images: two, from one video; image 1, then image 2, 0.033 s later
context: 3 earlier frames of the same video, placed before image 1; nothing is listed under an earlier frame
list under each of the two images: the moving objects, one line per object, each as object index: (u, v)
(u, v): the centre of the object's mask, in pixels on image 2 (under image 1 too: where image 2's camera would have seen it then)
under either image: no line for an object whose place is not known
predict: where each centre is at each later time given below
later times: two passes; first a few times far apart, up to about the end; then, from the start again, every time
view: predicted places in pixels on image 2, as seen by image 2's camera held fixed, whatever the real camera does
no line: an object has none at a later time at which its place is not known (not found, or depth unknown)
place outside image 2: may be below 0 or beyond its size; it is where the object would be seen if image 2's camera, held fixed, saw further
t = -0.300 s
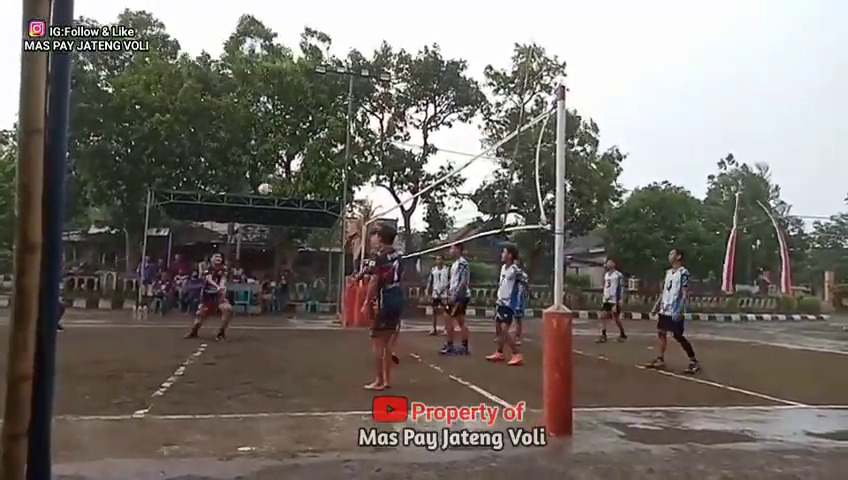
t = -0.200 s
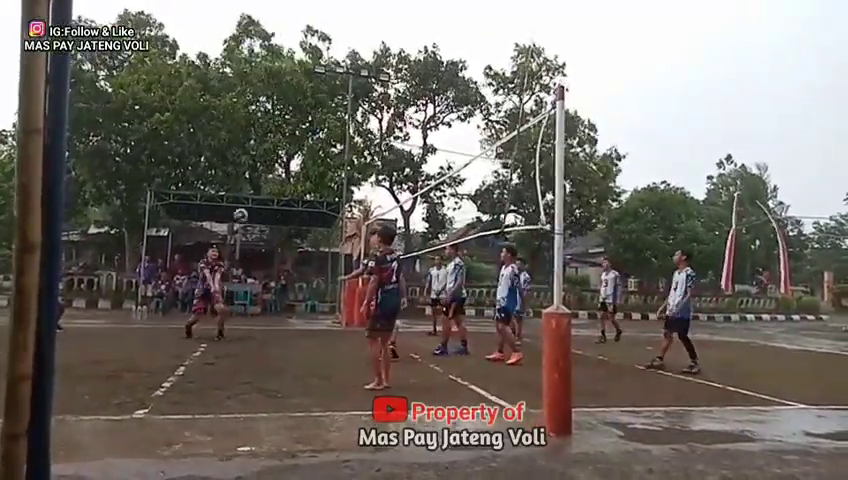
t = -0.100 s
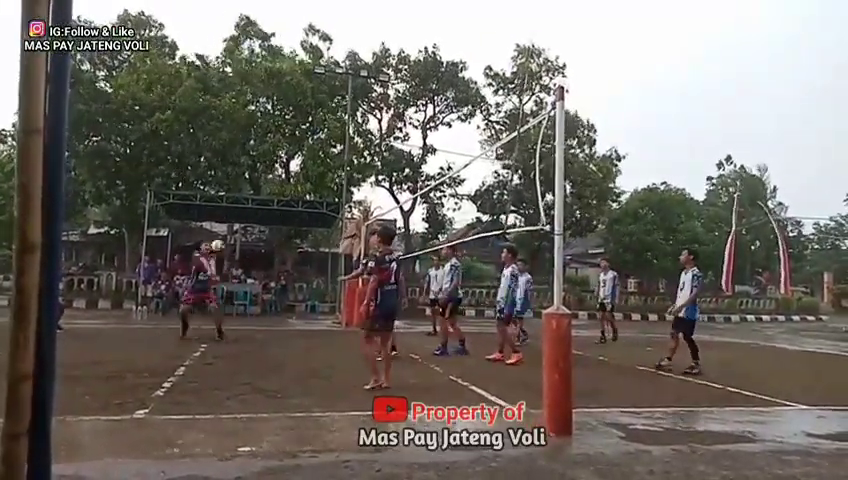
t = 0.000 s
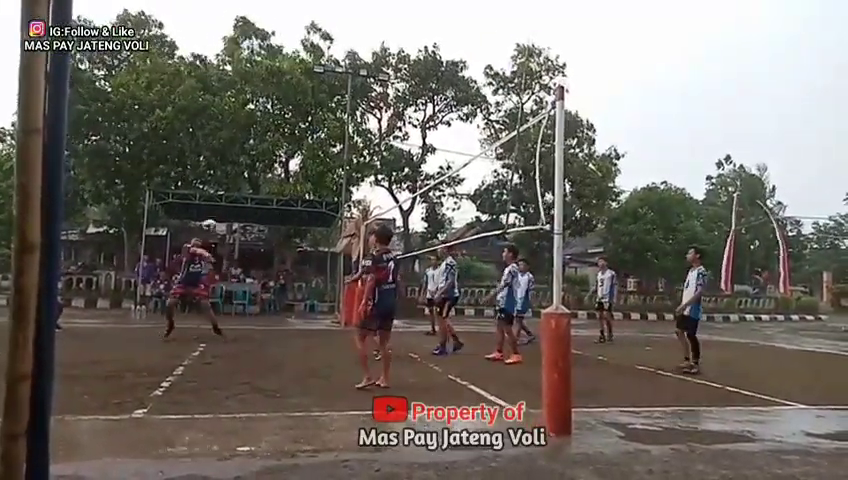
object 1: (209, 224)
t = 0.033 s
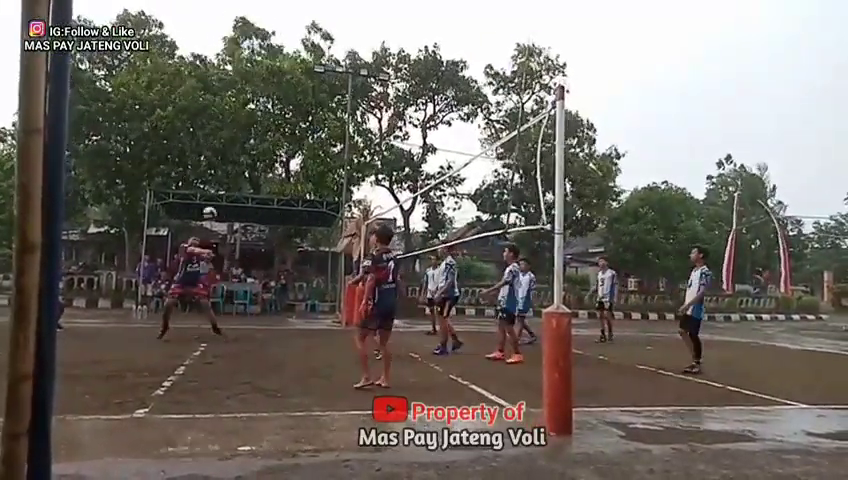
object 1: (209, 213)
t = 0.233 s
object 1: (203, 151)
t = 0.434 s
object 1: (194, 110)
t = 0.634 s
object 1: (183, 94)
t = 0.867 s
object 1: (166, 108)
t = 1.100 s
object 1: (146, 159)
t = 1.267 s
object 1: (130, 222)
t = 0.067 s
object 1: (209, 200)
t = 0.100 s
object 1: (206, 188)
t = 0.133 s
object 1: (205, 179)
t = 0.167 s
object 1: (206, 169)
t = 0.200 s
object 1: (204, 159)
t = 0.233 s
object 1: (203, 151)
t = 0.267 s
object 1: (202, 142)
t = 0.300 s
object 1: (200, 134)
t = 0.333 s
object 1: (198, 128)
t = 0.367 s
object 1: (197, 121)
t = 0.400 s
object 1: (195, 115)
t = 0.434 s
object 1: (194, 110)
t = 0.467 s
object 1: (192, 106)
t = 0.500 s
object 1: (190, 102)
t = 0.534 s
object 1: (188, 99)
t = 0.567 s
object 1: (186, 97)
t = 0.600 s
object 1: (185, 95)
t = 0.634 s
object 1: (183, 94)
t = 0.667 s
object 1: (180, 95)
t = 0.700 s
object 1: (178, 95)
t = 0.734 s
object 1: (176, 96)
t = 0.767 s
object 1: (174, 97)
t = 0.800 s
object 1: (171, 99)
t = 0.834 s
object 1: (169, 104)
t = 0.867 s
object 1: (166, 108)
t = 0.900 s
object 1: (164, 113)
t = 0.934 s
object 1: (161, 118)
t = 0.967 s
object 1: (157, 125)
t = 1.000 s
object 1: (154, 132)
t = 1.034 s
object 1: (152, 141)
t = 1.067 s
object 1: (150, 150)
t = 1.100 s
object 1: (146, 159)
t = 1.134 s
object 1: (143, 171)
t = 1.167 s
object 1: (140, 181)
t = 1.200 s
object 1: (137, 195)
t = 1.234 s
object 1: (134, 208)
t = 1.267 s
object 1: (130, 222)
